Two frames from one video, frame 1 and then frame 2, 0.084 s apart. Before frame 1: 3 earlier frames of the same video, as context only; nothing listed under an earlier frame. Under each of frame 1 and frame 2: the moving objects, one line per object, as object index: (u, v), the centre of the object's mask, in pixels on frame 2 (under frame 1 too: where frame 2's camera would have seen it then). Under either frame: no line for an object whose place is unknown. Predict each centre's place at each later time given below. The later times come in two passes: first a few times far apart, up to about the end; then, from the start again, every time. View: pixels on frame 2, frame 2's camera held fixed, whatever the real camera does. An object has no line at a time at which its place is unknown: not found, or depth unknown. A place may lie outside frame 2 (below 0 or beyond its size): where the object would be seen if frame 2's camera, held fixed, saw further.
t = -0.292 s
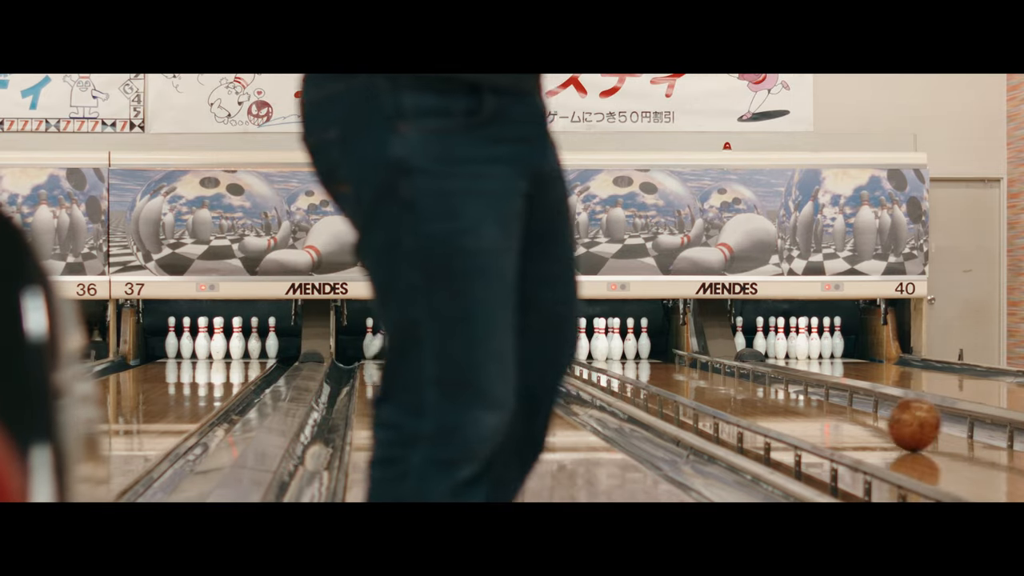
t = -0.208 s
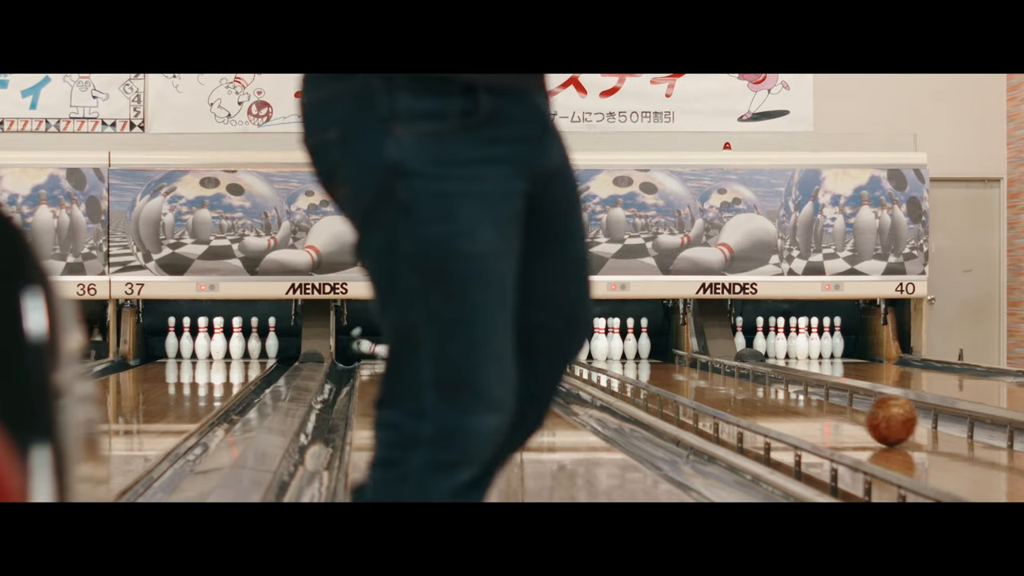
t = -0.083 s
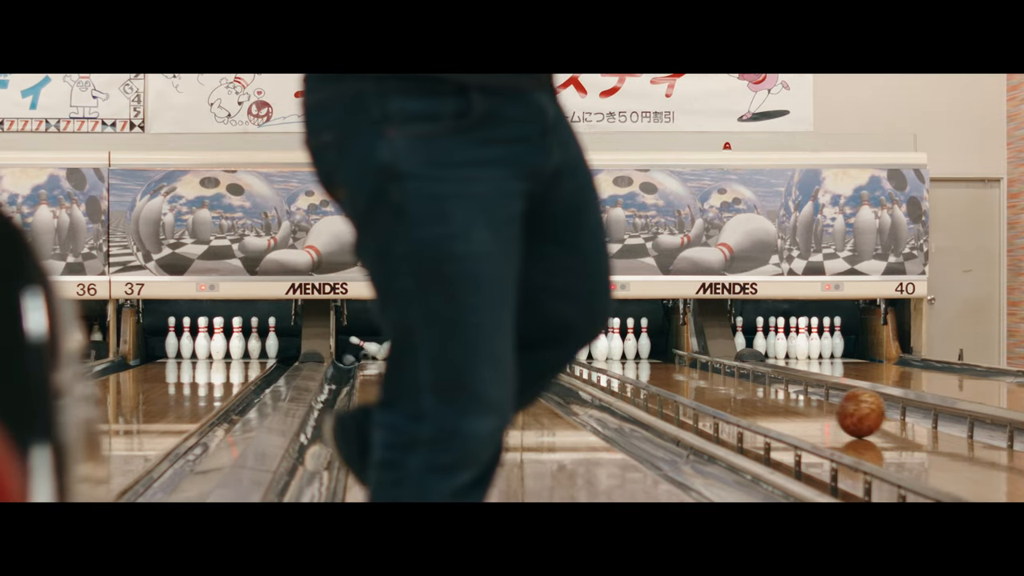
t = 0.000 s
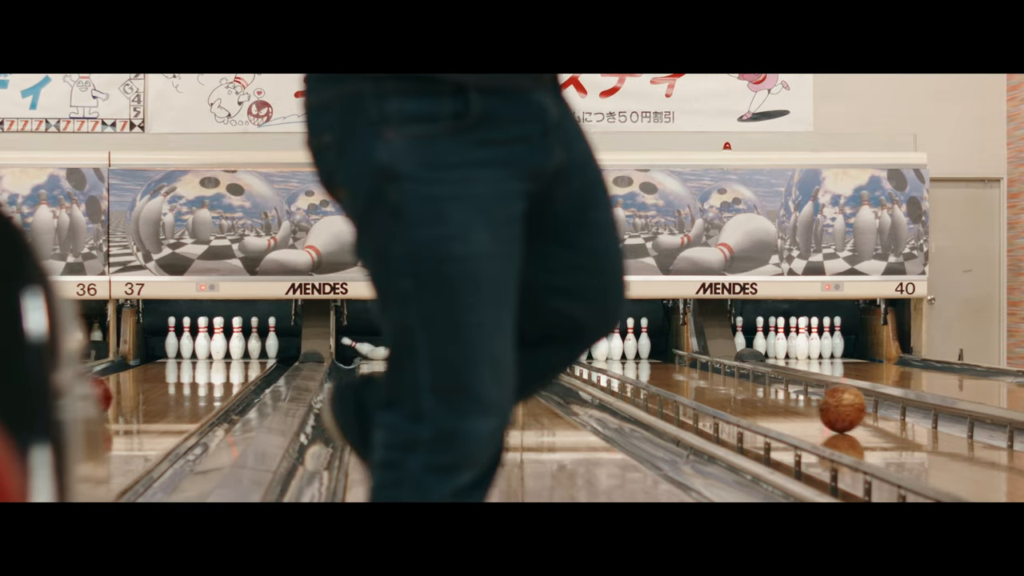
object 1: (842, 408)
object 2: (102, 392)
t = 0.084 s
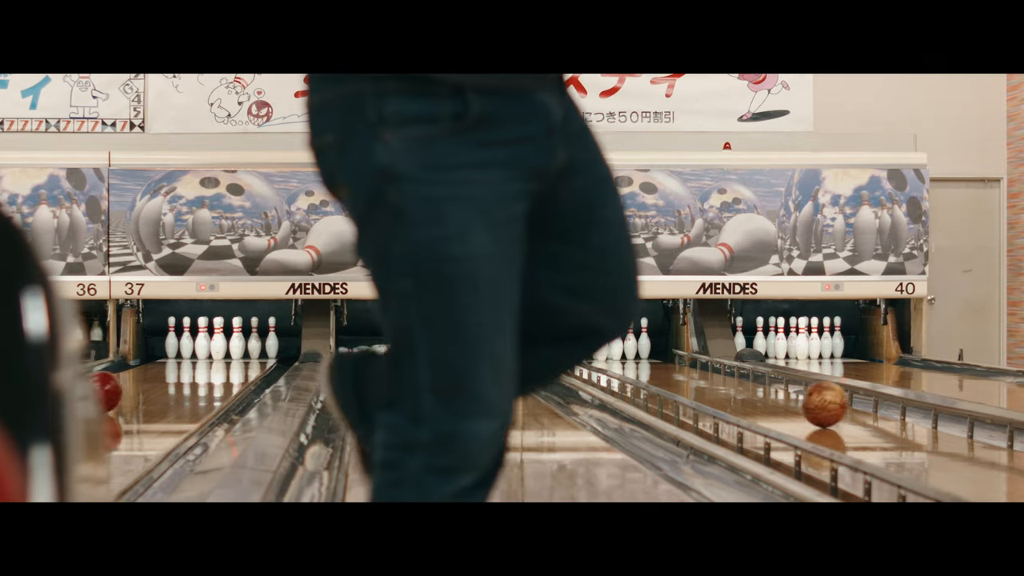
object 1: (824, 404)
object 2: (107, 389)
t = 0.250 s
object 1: (793, 396)
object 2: (120, 383)
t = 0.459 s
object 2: (140, 374)
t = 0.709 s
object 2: (158, 365)
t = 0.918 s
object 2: (171, 360)
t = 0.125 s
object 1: (817, 402)
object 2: (109, 389)
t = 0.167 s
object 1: (808, 400)
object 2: (112, 387)
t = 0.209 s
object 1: (800, 398)
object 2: (116, 385)
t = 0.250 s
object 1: (793, 396)
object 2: (120, 383)
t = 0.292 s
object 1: (786, 394)
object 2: (124, 381)
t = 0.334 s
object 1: (779, 393)
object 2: (128, 379)
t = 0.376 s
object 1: (772, 391)
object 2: (132, 377)
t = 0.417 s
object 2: (136, 375)
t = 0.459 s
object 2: (140, 374)
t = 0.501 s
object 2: (143, 372)
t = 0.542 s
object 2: (146, 370)
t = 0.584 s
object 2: (150, 369)
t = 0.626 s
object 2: (152, 367)
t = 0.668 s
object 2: (156, 366)
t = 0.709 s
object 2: (158, 365)
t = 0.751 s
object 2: (161, 364)
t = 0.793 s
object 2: (163, 363)
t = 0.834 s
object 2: (166, 362)
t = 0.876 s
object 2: (168, 361)
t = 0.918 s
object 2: (171, 360)
